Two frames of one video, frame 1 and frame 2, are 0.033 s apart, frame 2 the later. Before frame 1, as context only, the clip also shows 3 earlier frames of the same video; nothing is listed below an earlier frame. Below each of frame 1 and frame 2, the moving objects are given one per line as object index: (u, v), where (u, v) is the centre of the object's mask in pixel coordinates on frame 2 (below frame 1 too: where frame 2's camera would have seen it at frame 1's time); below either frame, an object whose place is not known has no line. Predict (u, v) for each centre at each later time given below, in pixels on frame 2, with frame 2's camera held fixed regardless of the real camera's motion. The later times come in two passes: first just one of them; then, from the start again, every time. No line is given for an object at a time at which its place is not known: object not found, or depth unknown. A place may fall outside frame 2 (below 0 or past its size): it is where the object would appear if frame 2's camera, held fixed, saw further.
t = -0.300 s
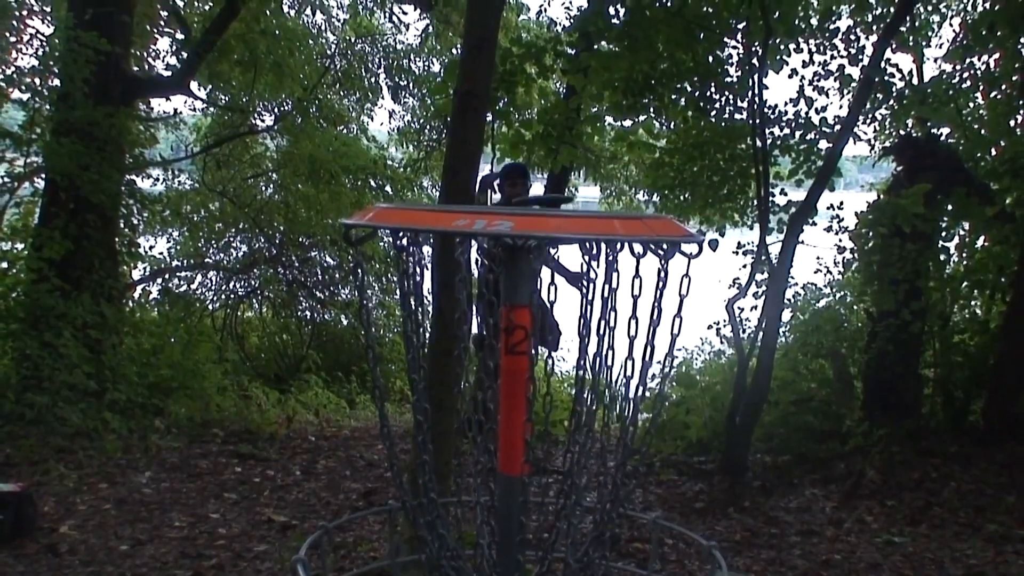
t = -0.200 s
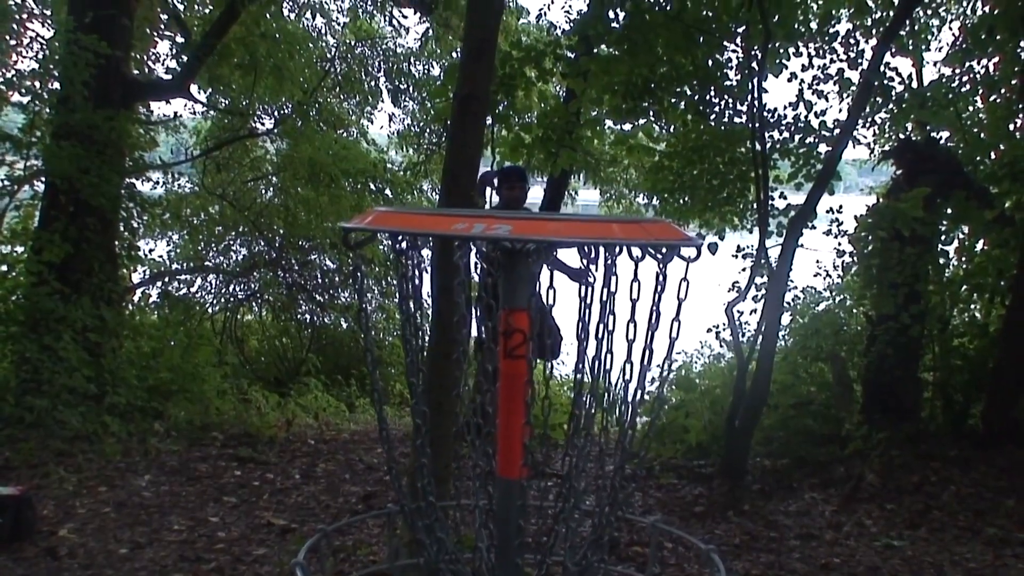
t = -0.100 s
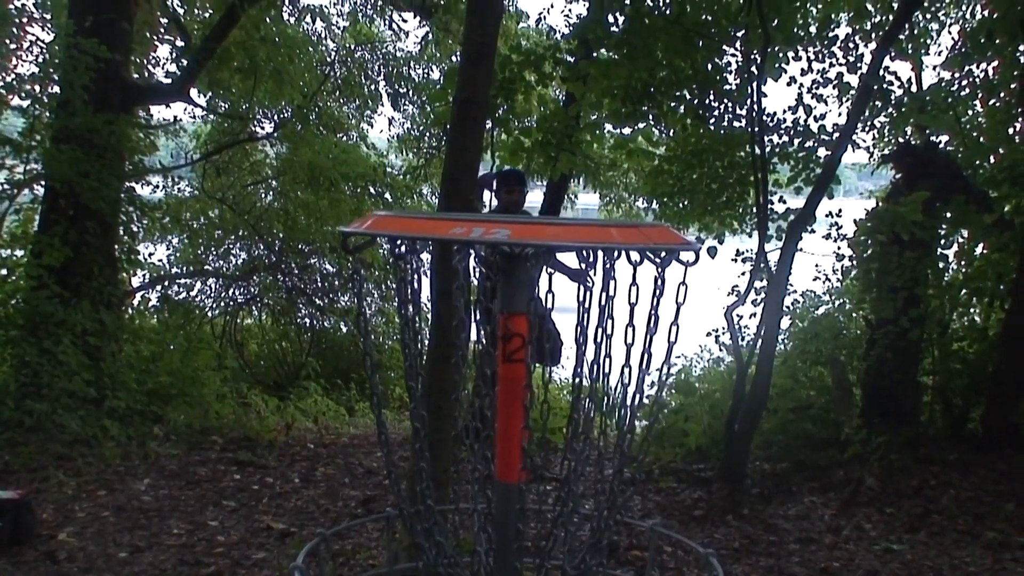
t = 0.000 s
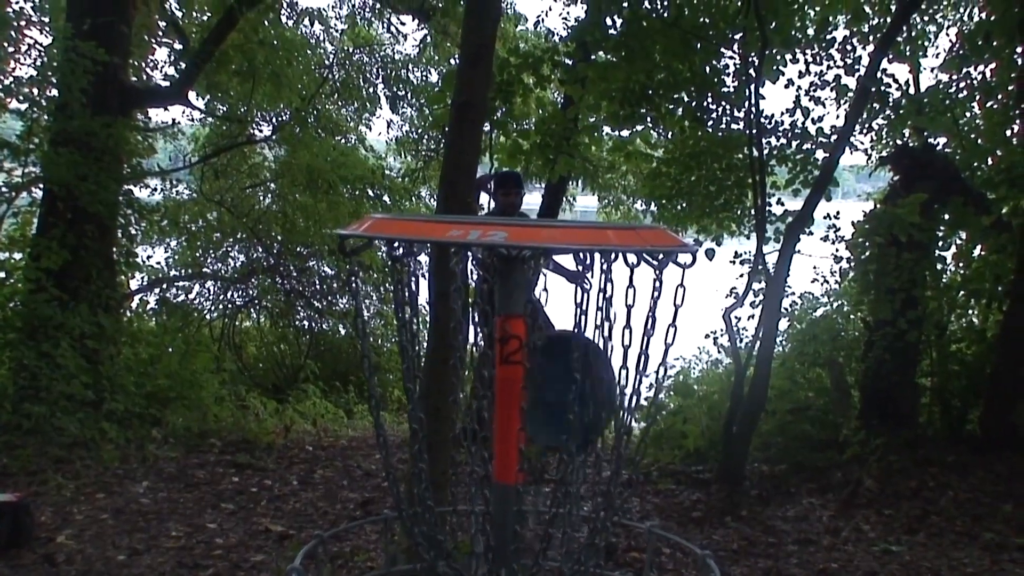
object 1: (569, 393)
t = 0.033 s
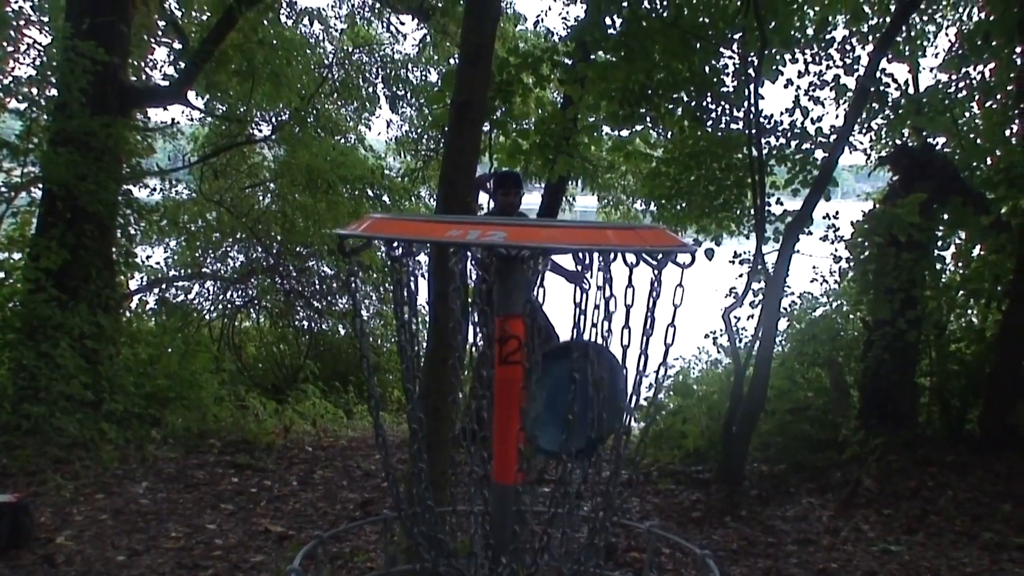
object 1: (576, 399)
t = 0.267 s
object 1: (599, 496)
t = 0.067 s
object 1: (581, 408)
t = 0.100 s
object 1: (585, 420)
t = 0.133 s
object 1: (588, 438)
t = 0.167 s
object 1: (581, 462)
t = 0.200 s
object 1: (585, 469)
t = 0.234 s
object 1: (602, 476)
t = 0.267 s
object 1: (599, 496)
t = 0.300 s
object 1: (601, 518)
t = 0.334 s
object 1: (605, 532)
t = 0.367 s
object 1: (609, 550)
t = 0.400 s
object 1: (609, 571)
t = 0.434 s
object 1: (598, 582)
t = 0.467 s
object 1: (600, 595)
